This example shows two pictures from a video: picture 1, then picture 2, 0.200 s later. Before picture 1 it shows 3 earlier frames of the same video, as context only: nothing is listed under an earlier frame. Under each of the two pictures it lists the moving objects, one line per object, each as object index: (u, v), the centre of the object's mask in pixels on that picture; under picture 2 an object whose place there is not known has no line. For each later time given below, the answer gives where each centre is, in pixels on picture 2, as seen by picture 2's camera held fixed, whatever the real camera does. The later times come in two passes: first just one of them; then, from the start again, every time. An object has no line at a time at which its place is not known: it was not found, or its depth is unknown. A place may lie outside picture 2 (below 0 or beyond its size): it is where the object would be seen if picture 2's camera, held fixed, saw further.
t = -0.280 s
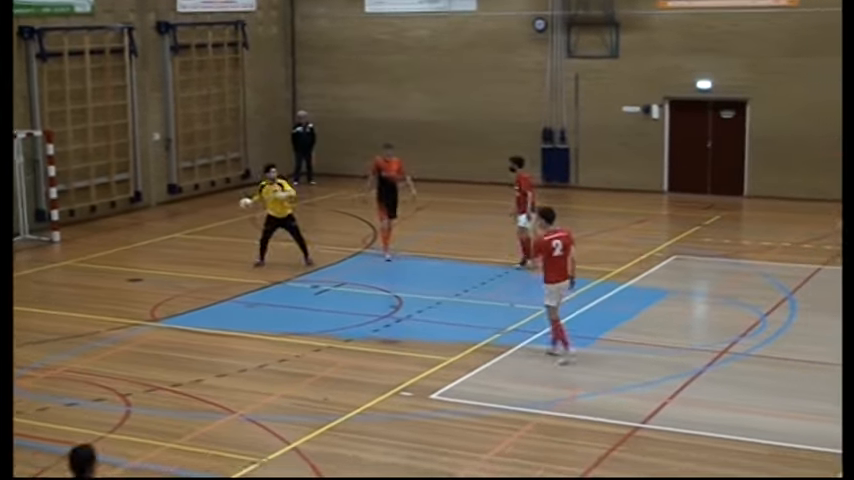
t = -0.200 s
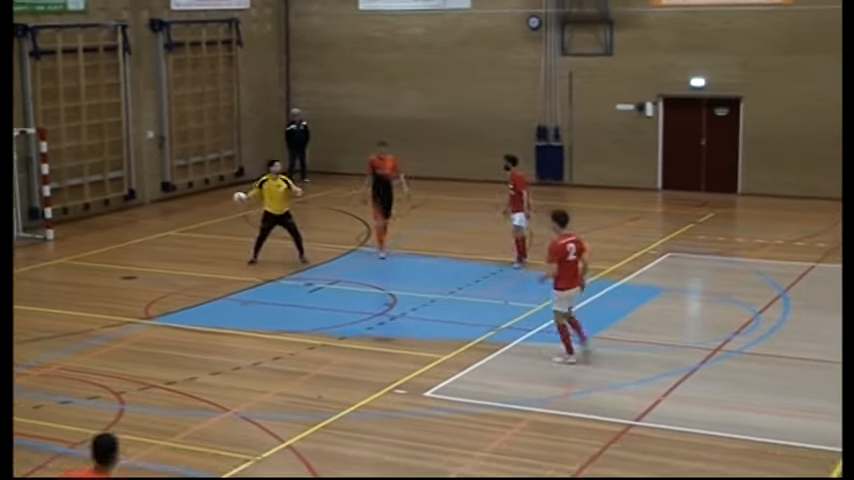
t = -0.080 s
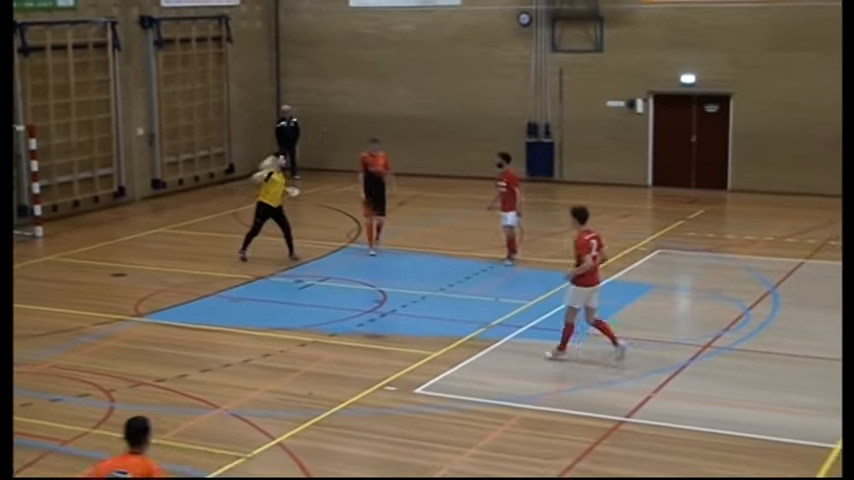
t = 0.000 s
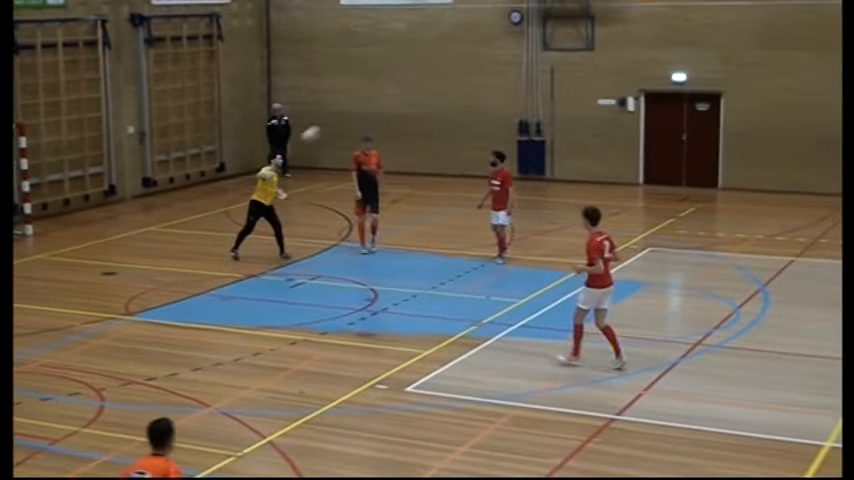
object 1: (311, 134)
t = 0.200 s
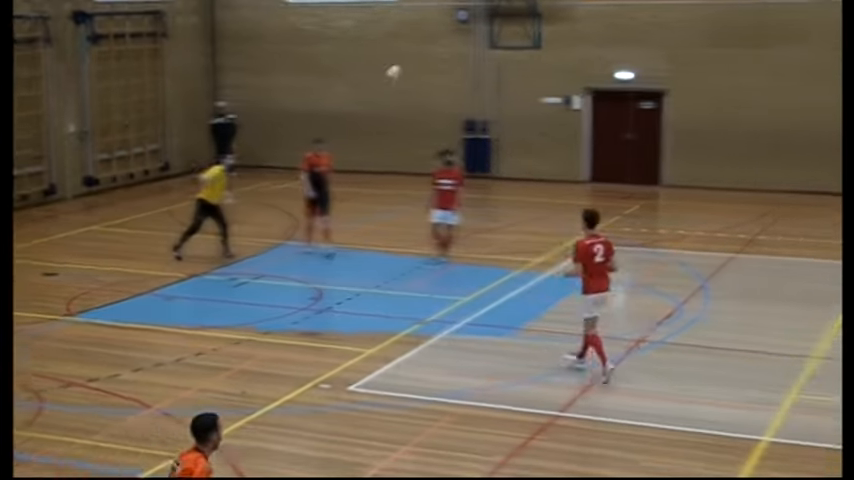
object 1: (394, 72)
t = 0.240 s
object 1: (421, 60)
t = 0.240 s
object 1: (421, 60)
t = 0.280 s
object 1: (449, 54)
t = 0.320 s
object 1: (476, 46)
